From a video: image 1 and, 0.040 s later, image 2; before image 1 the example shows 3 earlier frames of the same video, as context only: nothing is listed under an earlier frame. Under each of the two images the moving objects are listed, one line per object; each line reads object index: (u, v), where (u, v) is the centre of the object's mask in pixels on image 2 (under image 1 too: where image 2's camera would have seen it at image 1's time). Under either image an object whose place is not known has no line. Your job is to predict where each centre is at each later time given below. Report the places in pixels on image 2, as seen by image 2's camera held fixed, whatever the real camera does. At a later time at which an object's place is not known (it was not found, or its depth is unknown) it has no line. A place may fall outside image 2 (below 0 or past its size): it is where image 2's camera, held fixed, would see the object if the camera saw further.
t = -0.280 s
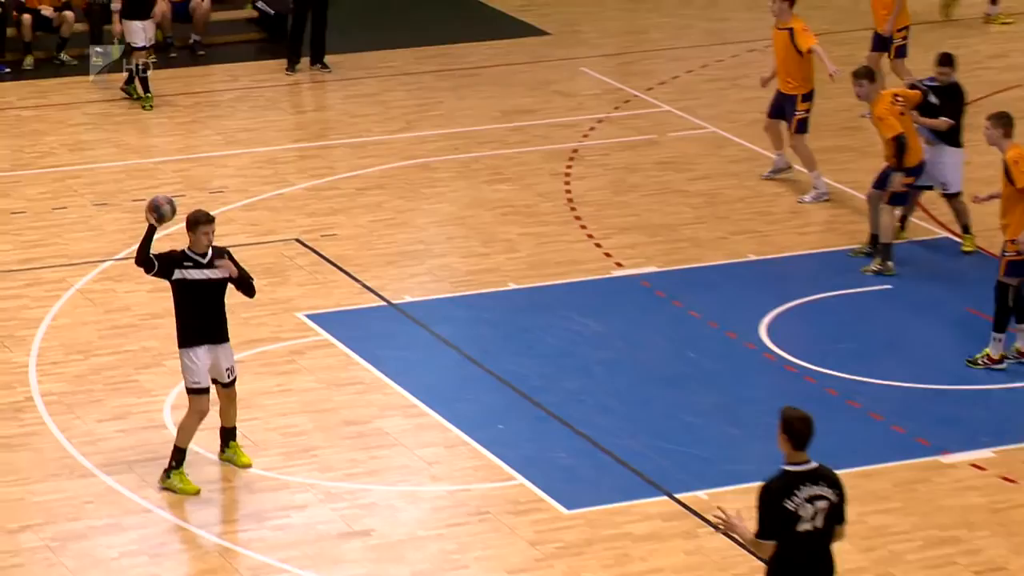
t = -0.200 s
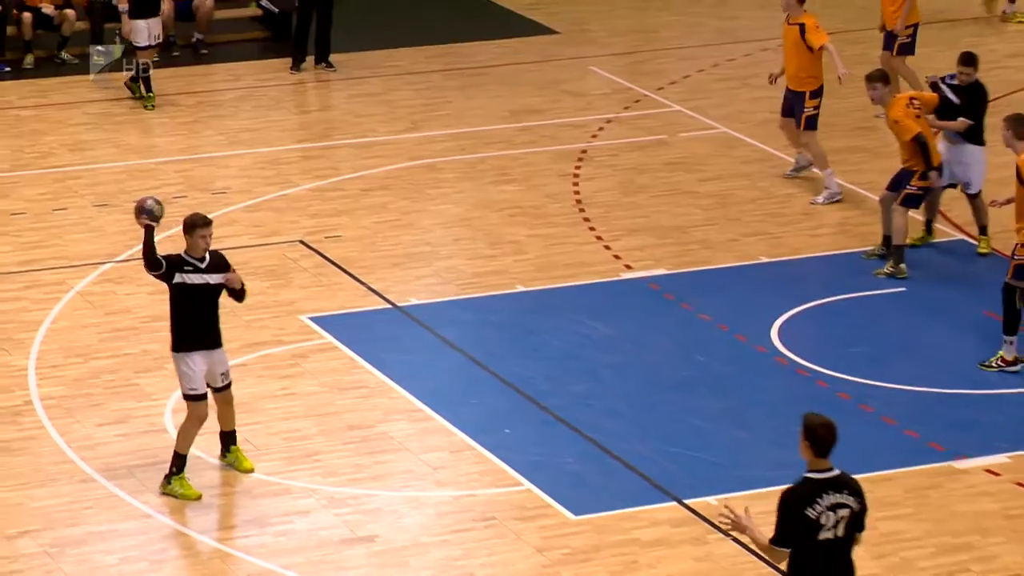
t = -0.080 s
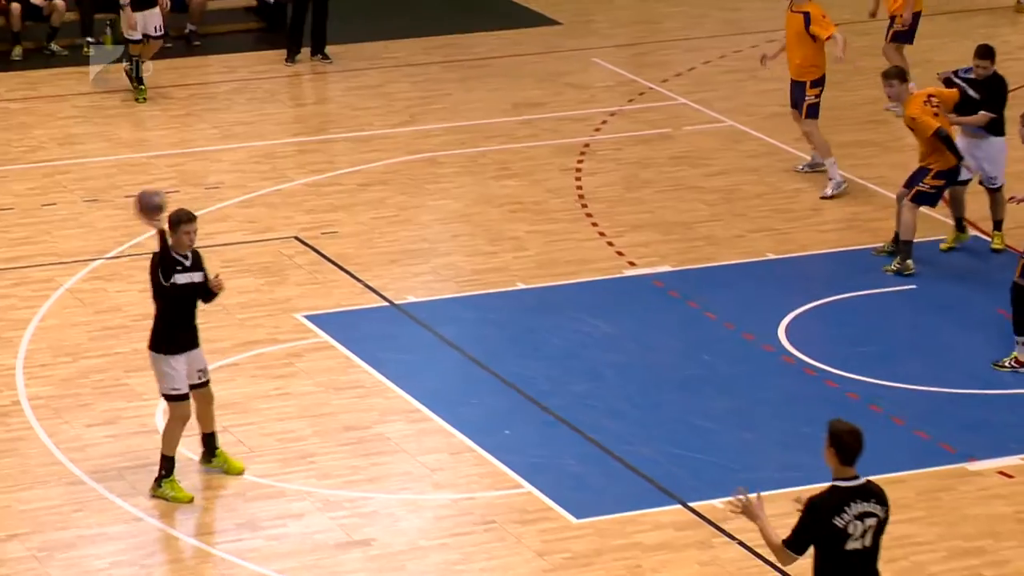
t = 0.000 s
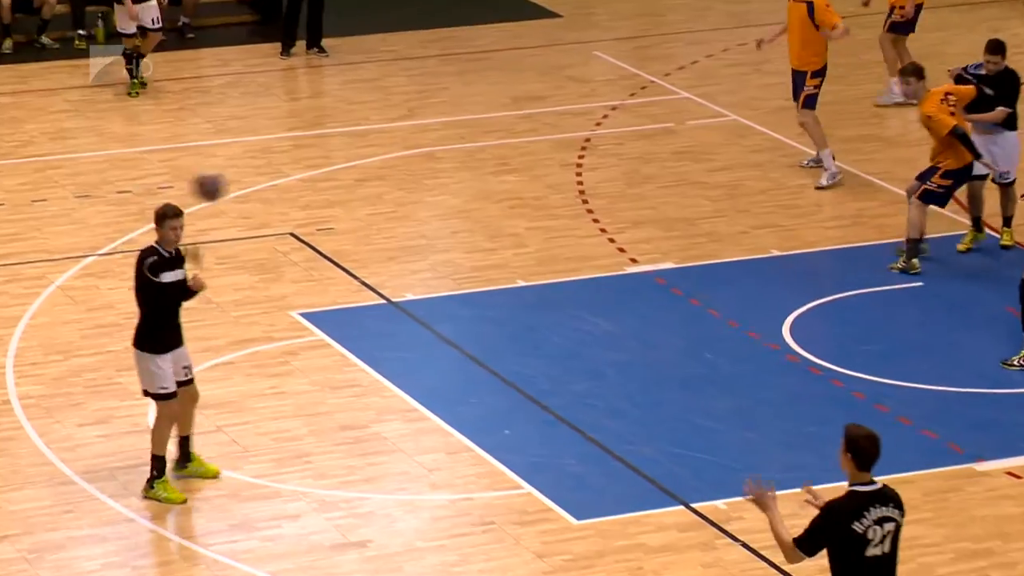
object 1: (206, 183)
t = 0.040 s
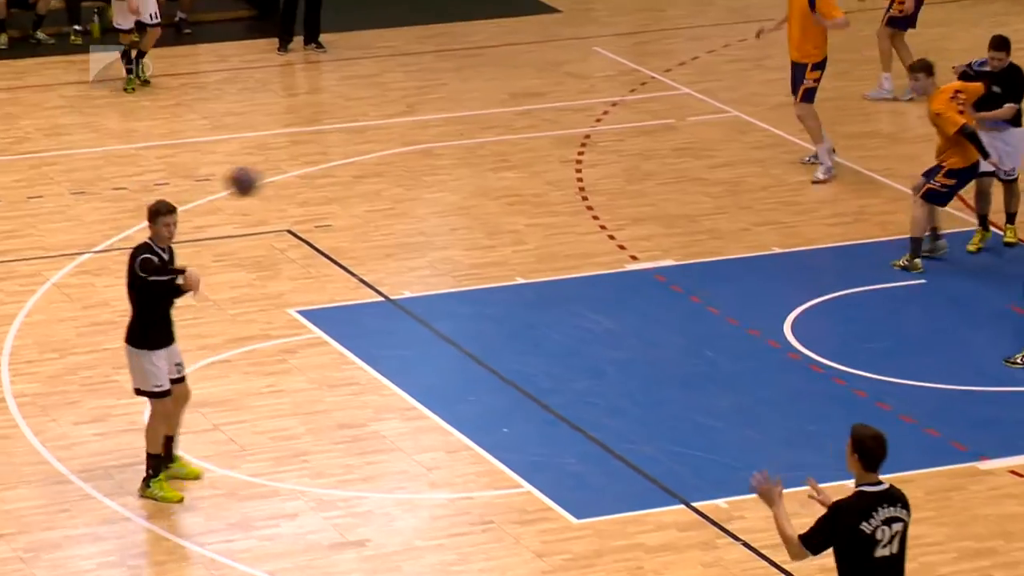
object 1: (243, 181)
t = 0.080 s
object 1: (281, 181)
